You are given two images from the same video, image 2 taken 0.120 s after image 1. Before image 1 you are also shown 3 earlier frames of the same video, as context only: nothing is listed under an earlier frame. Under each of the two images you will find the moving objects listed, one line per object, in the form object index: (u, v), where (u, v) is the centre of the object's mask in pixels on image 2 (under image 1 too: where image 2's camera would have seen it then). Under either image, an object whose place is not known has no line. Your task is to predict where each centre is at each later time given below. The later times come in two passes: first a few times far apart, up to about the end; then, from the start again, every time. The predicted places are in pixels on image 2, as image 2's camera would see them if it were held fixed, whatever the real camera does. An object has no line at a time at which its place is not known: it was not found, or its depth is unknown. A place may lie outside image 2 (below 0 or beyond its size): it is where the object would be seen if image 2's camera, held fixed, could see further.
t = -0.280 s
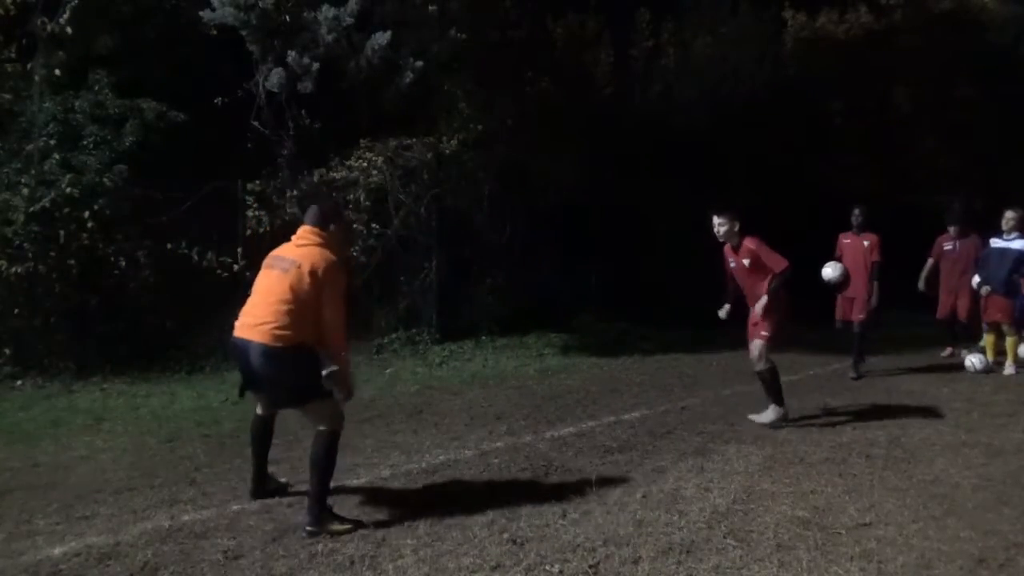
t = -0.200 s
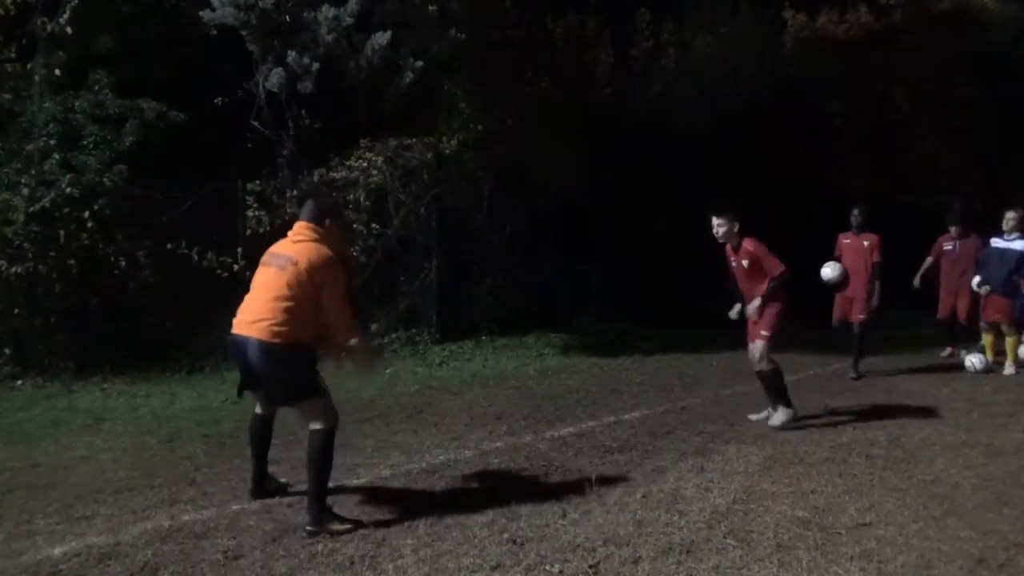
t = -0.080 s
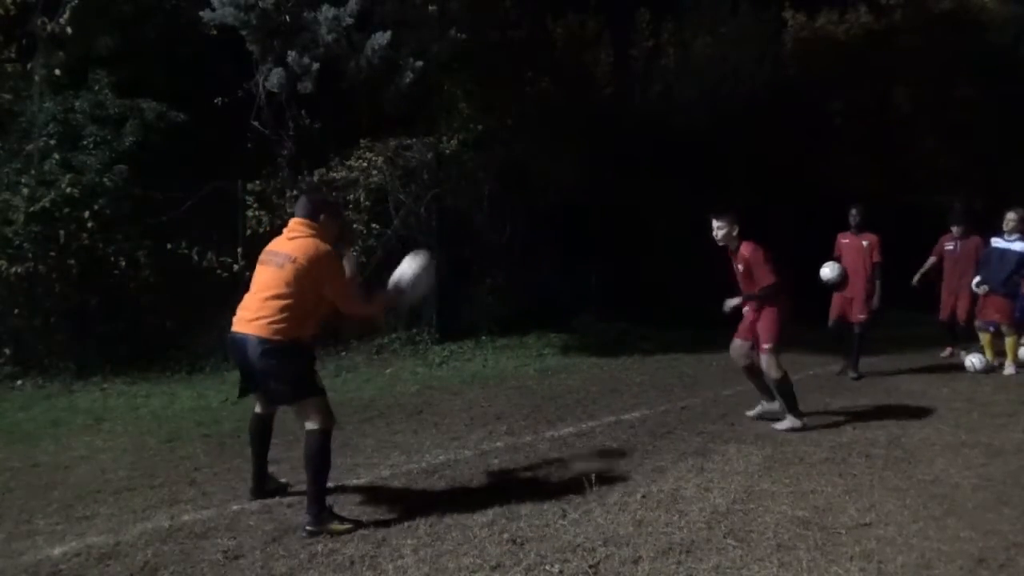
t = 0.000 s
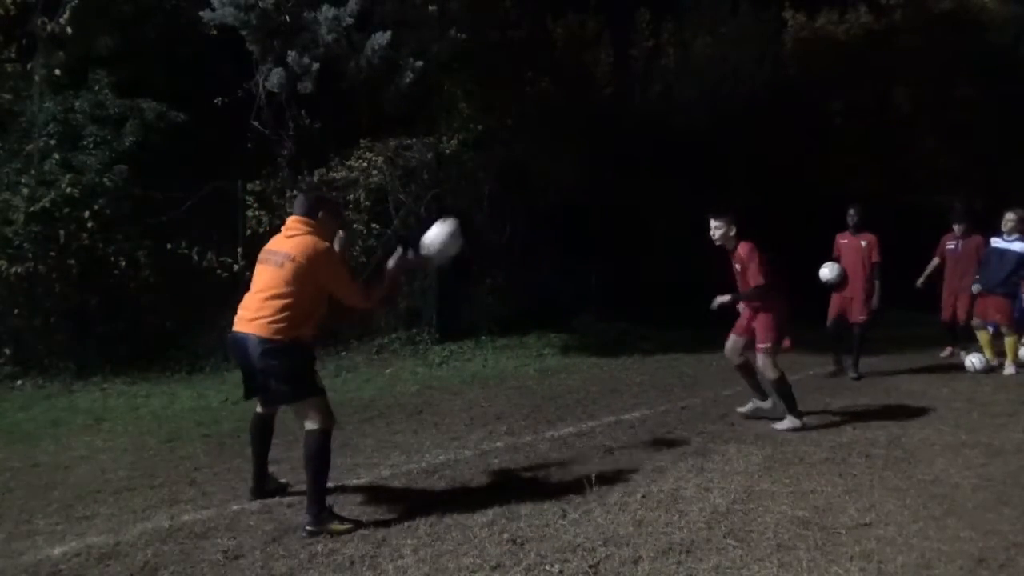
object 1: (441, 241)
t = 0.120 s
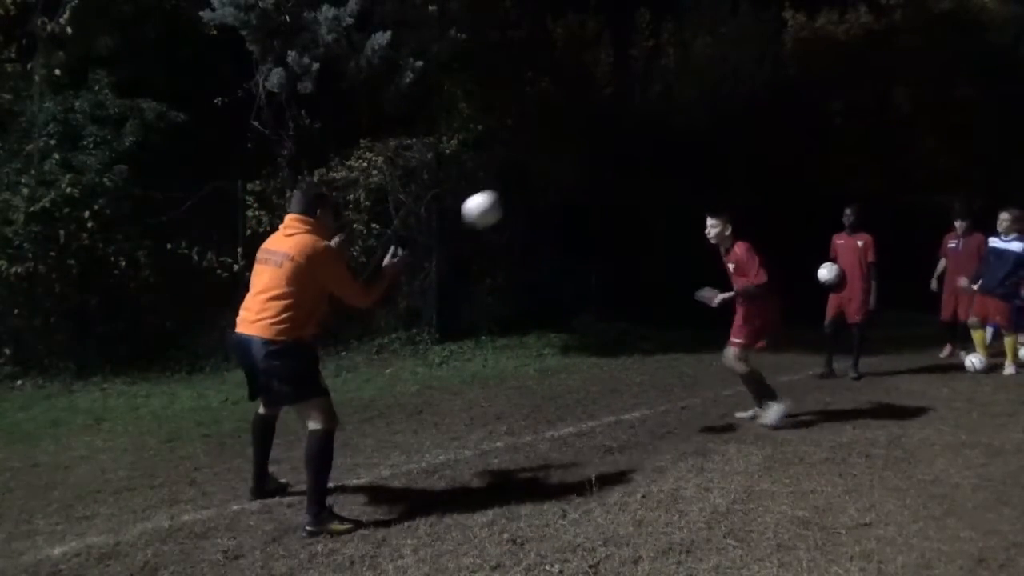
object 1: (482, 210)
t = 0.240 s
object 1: (517, 202)
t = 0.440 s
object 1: (567, 237)
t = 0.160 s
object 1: (494, 205)
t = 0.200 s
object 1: (506, 202)
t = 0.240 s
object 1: (517, 202)
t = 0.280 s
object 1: (528, 205)
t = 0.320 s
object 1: (538, 210)
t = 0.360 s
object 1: (548, 217)
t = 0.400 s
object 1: (558, 226)
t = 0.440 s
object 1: (567, 237)
